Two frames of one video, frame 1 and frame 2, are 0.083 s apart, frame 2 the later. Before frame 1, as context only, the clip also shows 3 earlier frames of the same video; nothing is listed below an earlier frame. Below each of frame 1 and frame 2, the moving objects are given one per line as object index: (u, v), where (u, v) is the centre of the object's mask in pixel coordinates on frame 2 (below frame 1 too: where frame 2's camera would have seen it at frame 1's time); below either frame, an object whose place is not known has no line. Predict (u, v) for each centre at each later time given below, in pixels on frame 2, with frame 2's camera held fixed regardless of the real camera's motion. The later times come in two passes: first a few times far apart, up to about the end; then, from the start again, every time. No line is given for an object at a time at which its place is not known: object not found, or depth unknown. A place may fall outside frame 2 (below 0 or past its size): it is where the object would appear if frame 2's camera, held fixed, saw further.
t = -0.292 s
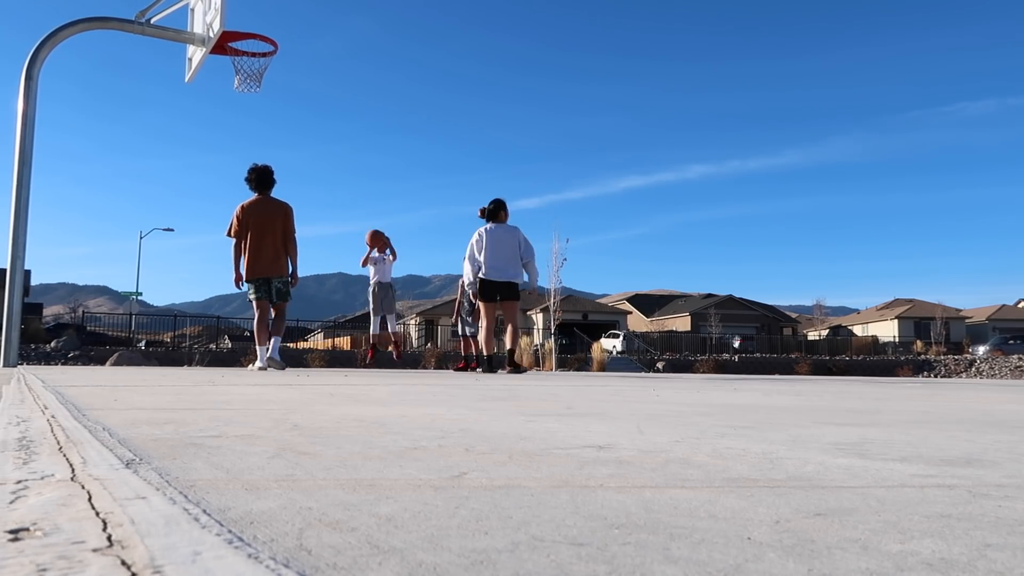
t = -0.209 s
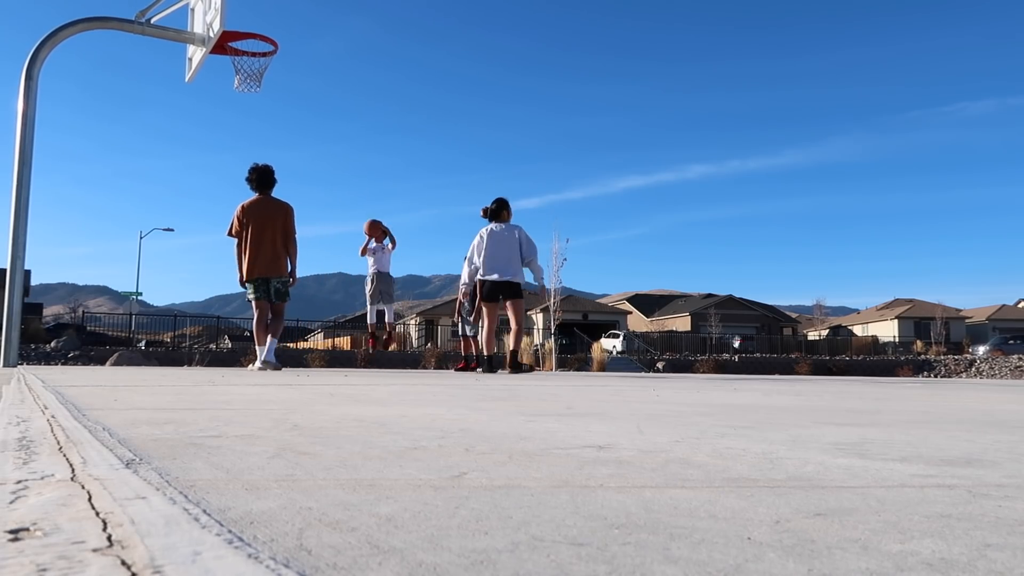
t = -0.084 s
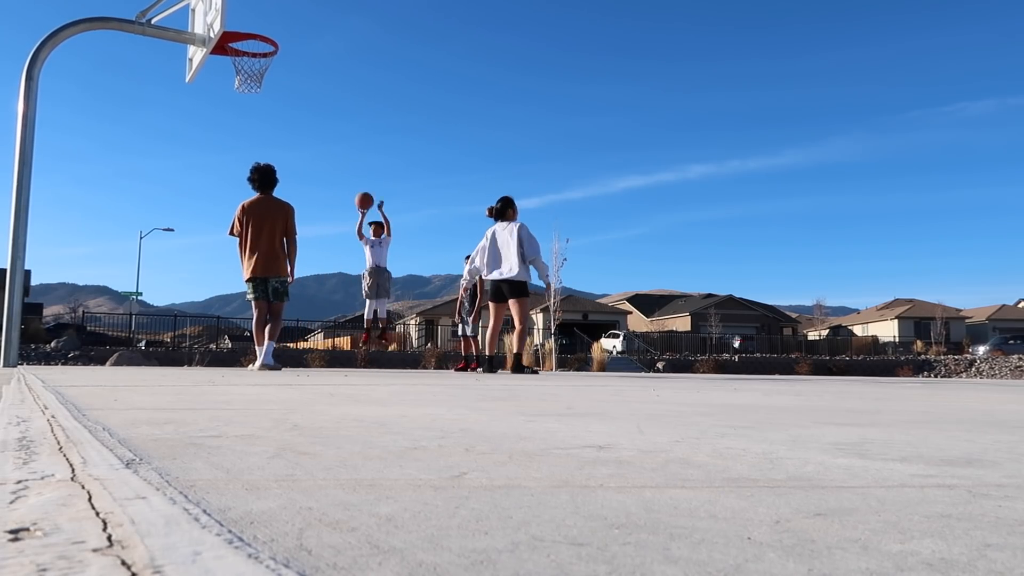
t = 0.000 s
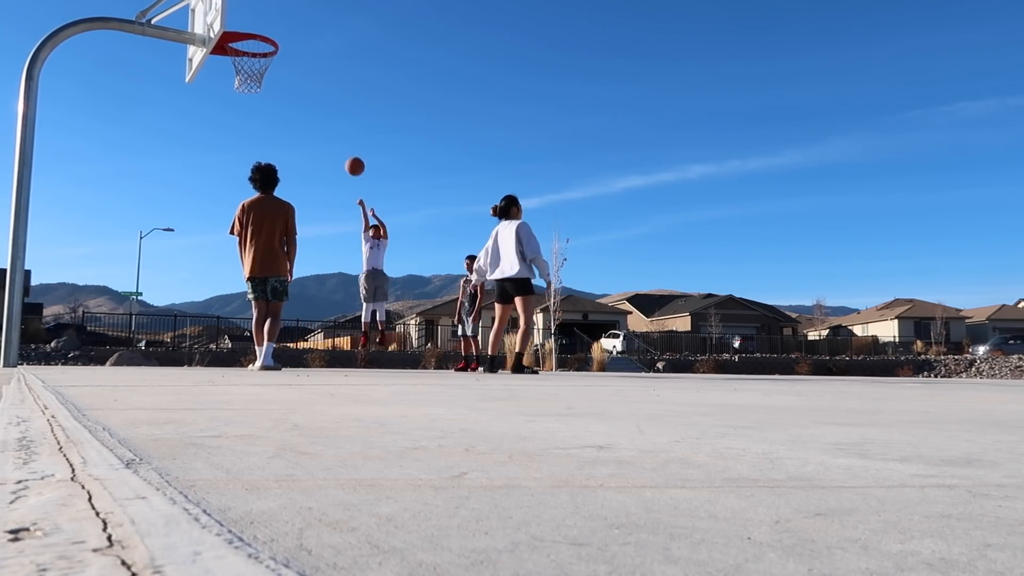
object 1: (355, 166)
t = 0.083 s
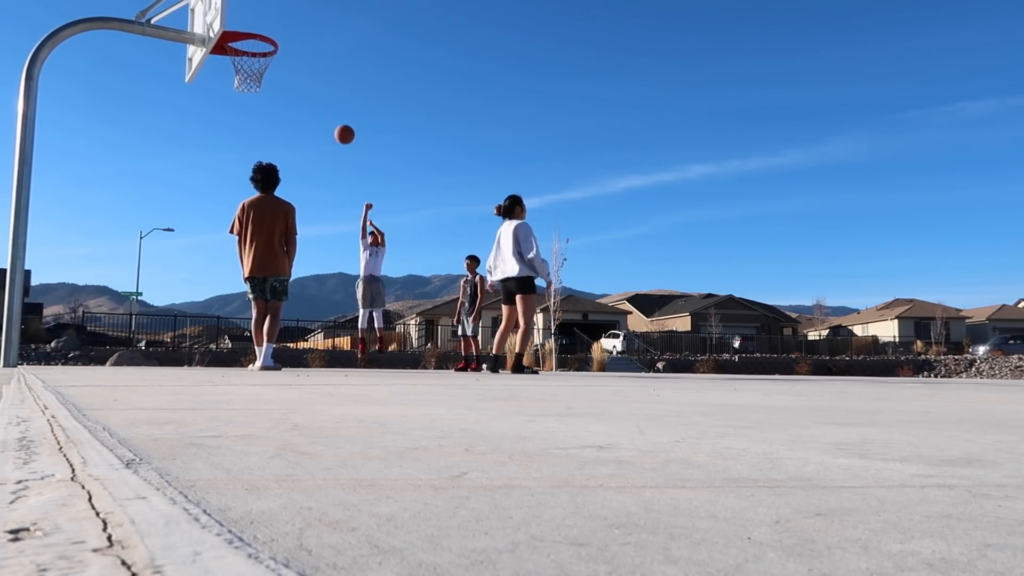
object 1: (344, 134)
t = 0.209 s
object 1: (327, 92)
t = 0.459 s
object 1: (285, 32)
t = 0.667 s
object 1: (240, 15)
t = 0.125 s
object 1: (339, 119)
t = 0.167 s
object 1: (333, 105)
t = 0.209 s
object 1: (327, 92)
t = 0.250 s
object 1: (321, 79)
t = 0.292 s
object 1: (315, 68)
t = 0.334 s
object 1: (308, 57)
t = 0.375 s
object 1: (301, 48)
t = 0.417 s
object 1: (293, 40)
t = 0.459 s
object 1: (285, 32)
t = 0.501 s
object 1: (277, 26)
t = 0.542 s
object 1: (268, 21)
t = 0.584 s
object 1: (260, 18)
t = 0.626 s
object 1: (250, 16)
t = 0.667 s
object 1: (240, 15)
